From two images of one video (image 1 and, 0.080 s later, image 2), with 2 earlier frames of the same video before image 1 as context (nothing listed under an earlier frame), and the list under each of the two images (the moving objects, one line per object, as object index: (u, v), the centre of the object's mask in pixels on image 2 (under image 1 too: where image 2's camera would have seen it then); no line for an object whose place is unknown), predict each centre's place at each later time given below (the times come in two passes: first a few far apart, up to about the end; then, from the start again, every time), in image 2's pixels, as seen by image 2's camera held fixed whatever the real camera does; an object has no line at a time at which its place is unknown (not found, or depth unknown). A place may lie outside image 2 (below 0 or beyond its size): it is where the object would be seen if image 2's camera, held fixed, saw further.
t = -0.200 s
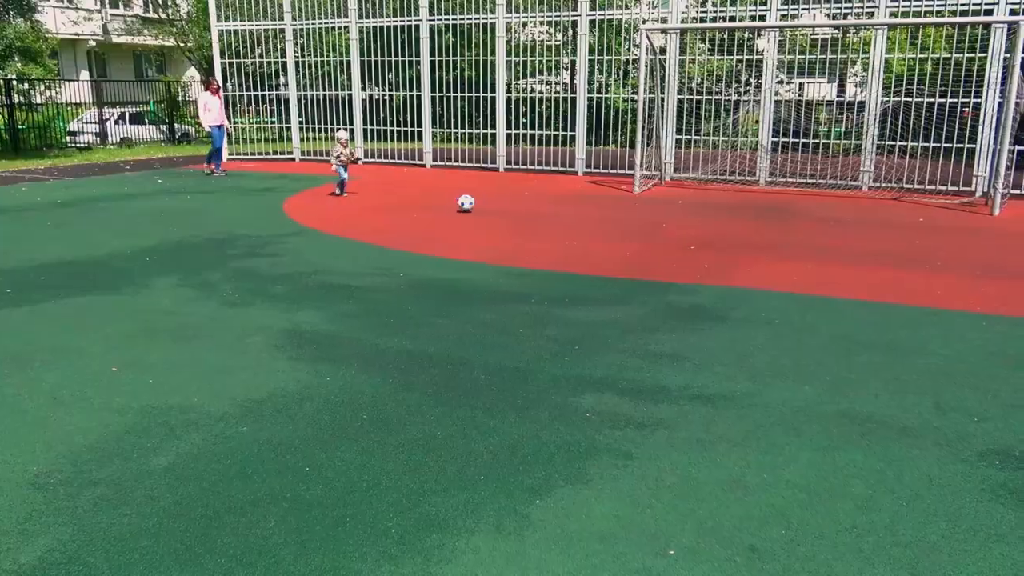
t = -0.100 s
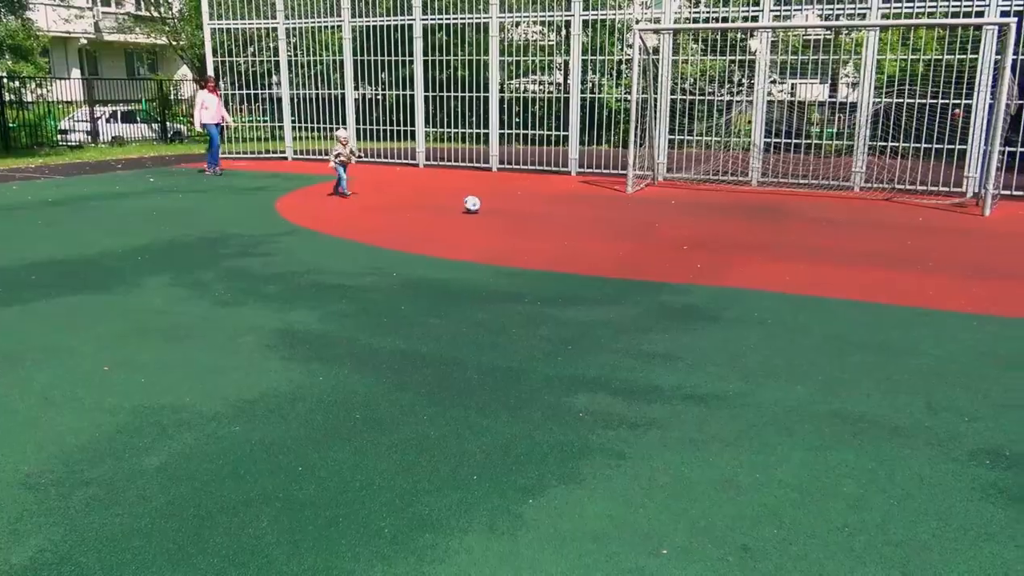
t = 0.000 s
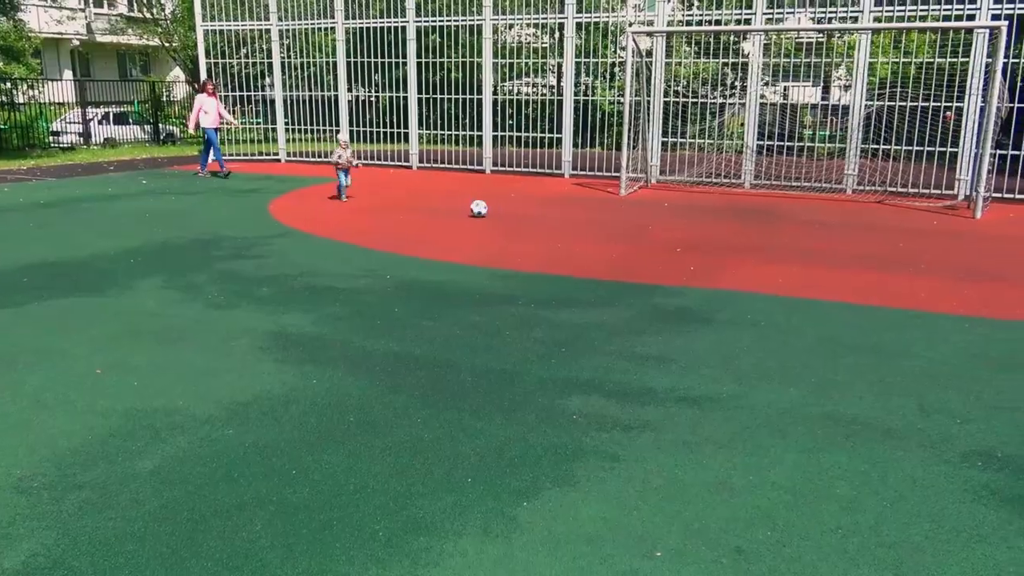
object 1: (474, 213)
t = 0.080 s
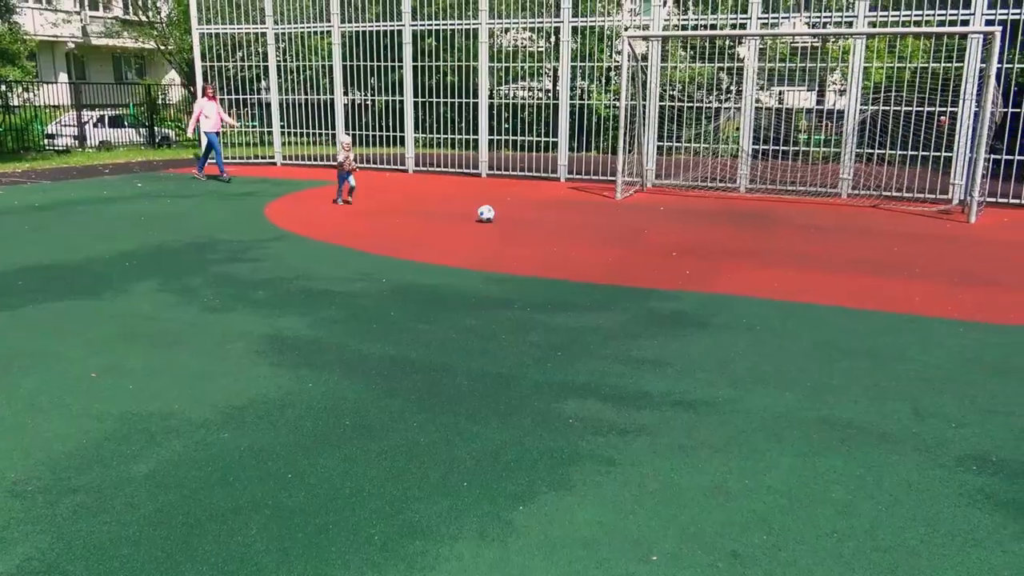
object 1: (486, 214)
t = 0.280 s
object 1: (513, 217)
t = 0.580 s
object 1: (557, 223)
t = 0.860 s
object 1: (600, 228)
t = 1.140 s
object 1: (645, 233)
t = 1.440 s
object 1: (695, 237)
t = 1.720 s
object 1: (744, 243)
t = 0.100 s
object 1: (488, 214)
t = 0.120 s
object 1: (491, 215)
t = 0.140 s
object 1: (494, 215)
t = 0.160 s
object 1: (496, 215)
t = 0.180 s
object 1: (500, 216)
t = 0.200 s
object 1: (502, 216)
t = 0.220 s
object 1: (505, 216)
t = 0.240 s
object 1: (508, 217)
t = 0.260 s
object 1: (511, 217)
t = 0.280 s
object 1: (513, 217)
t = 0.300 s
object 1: (516, 217)
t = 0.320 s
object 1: (519, 218)
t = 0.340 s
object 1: (522, 218)
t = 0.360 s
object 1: (525, 218)
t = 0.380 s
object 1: (528, 219)
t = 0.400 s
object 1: (531, 220)
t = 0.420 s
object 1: (534, 219)
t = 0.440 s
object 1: (537, 220)
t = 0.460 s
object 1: (539, 220)
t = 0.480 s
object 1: (542, 221)
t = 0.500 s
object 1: (545, 221)
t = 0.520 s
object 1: (549, 221)
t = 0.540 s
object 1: (552, 221)
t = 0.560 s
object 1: (554, 222)
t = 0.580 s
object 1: (557, 223)
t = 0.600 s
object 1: (560, 223)
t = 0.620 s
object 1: (563, 223)
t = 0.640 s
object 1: (566, 224)
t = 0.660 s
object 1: (569, 224)
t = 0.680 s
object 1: (573, 225)
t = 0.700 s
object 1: (576, 225)
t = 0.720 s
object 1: (579, 226)
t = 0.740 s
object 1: (582, 226)
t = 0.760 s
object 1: (585, 227)
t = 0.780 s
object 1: (588, 227)
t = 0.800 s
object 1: (591, 227)
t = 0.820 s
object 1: (594, 228)
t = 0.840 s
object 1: (597, 228)
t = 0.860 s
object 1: (600, 228)
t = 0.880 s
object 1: (603, 228)
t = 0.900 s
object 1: (607, 229)
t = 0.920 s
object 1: (610, 229)
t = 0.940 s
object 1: (613, 229)
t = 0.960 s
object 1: (616, 230)
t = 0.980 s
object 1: (620, 230)
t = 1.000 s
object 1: (623, 230)
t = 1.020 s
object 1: (626, 231)
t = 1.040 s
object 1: (629, 231)
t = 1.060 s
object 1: (632, 231)
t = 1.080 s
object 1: (636, 232)
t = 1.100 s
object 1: (639, 232)
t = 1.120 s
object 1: (642, 232)
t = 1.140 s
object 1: (645, 233)
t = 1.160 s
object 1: (649, 232)
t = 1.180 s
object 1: (652, 233)
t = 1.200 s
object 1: (655, 234)
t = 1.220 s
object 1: (658, 235)
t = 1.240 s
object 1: (662, 234)
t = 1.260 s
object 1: (665, 235)
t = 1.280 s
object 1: (669, 236)
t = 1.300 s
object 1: (672, 236)
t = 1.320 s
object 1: (676, 236)
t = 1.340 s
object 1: (679, 236)
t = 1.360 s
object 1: (682, 236)
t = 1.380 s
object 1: (685, 237)
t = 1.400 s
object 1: (689, 238)
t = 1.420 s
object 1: (692, 237)
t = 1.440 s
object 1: (695, 237)
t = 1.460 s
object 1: (699, 238)
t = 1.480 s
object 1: (702, 238)
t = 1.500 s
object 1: (705, 238)
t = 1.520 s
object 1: (709, 240)
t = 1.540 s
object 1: (712, 240)
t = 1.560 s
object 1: (716, 240)
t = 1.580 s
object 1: (719, 241)
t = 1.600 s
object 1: (723, 241)
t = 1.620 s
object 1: (726, 242)
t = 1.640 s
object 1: (730, 242)
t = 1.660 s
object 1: (734, 242)
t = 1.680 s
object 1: (737, 242)
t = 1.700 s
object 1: (740, 243)
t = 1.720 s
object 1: (744, 243)
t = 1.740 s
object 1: (747, 244)
